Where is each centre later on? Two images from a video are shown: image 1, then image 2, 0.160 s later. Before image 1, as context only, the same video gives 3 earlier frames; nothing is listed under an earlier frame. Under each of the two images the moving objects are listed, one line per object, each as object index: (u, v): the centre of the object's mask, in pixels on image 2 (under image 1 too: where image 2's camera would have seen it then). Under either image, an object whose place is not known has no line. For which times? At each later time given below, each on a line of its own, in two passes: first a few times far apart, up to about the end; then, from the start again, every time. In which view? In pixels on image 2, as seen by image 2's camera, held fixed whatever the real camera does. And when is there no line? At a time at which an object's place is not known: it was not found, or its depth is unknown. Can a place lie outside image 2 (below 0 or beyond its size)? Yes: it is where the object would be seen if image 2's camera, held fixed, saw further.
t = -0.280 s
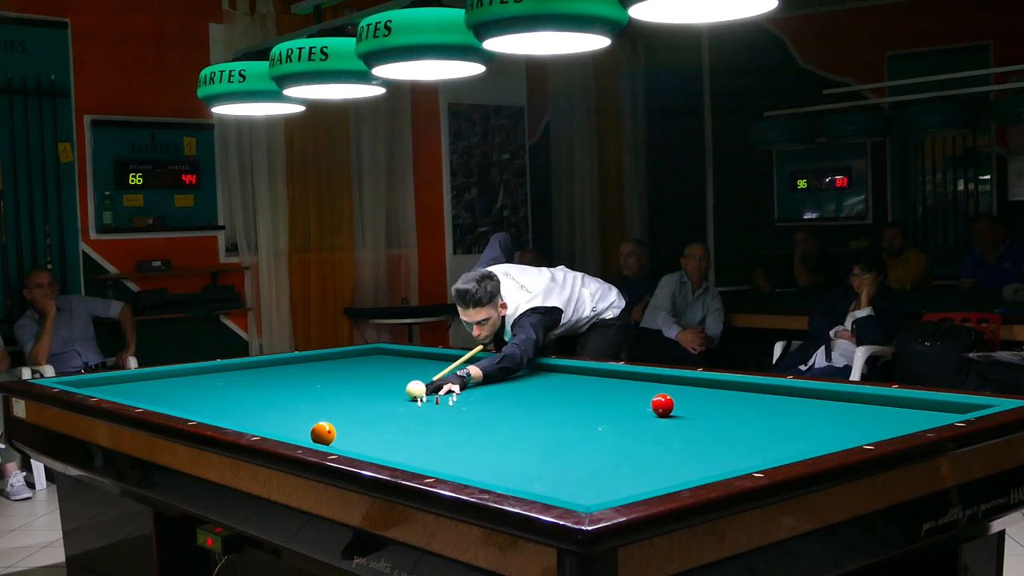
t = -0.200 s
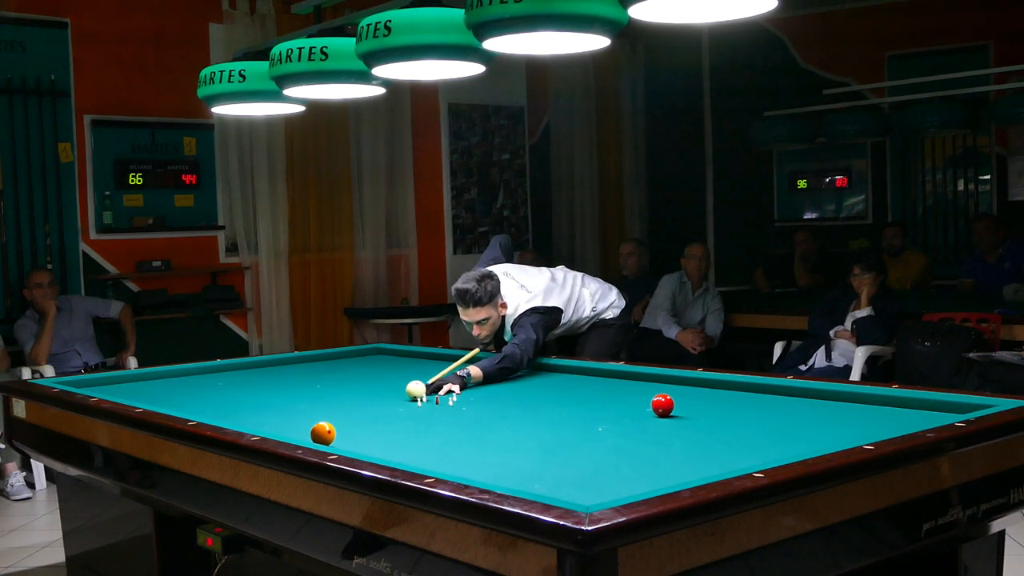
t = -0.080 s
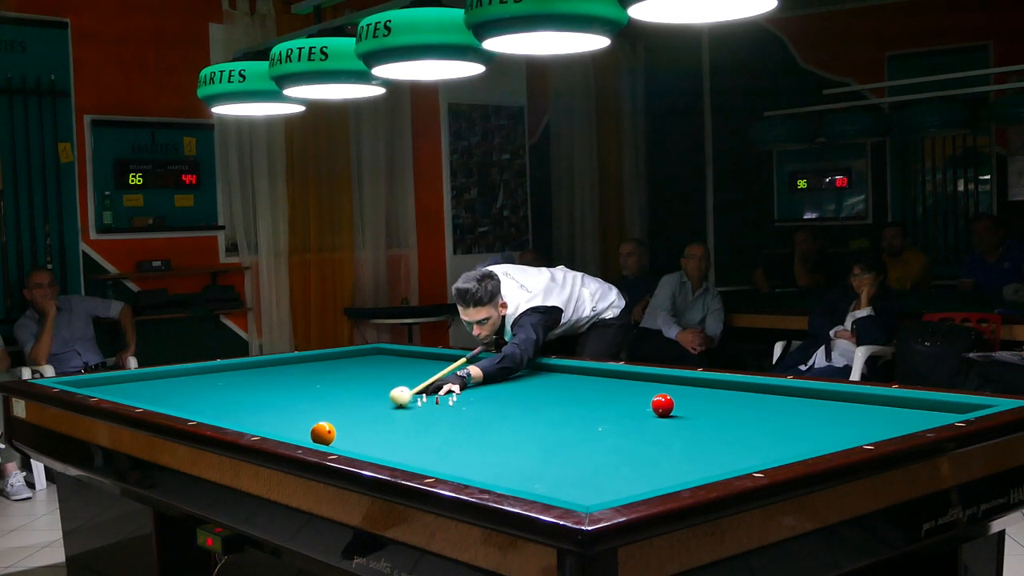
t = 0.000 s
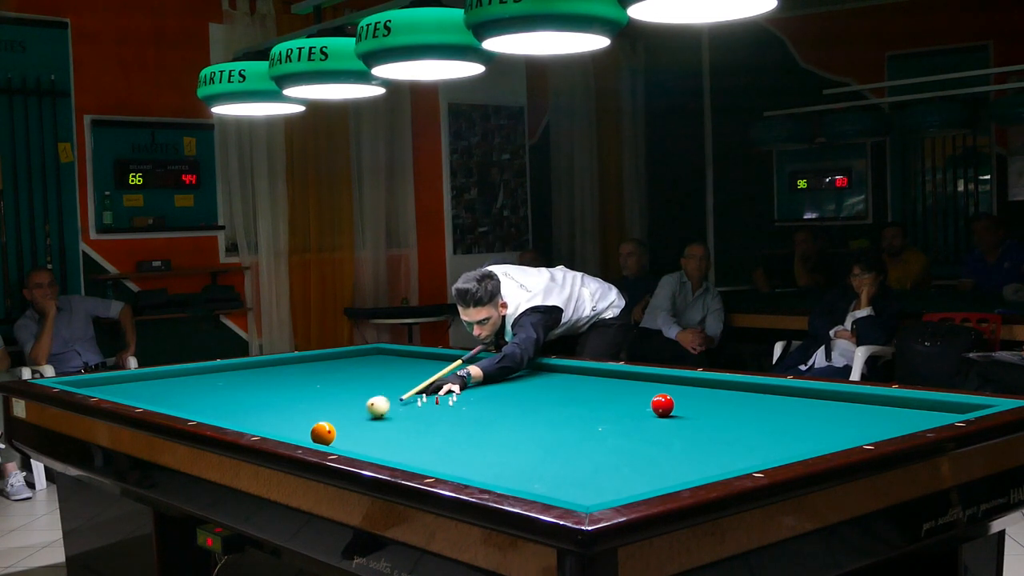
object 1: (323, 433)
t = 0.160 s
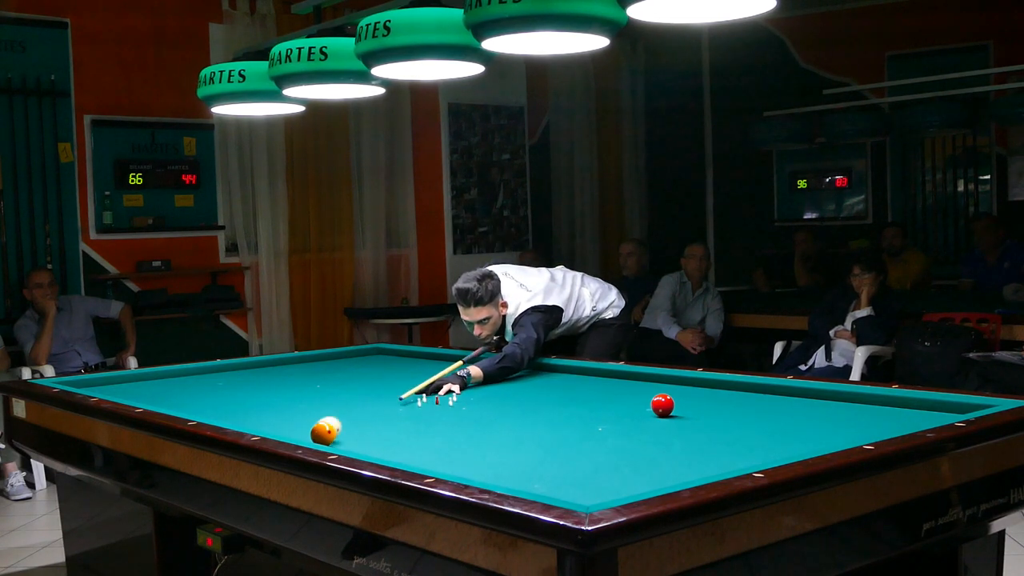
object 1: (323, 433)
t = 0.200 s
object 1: (321, 435)
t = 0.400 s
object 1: (402, 444)
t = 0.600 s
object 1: (486, 445)
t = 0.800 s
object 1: (569, 445)
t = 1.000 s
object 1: (653, 445)
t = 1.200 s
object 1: (739, 445)
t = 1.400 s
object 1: (826, 440)
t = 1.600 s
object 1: (831, 433)
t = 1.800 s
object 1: (832, 423)
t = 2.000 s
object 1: (834, 414)
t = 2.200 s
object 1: (836, 405)
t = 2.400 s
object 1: (838, 397)
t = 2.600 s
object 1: (816, 394)
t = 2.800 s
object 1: (778, 394)
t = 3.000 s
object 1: (740, 394)
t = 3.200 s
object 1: (703, 395)
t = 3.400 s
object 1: (670, 392)
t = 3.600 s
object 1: (634, 395)
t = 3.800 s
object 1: (601, 396)
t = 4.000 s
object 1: (569, 396)
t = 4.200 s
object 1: (537, 396)
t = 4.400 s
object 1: (508, 397)
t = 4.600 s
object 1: (478, 397)
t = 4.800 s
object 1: (450, 397)
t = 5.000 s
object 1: (423, 398)
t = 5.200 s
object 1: (396, 398)
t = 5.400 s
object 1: (371, 398)
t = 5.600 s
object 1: (346, 398)
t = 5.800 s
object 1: (321, 398)
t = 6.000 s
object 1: (298, 398)
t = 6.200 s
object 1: (276, 399)
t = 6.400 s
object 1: (254, 399)
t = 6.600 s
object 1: (233, 399)
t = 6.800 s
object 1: (213, 399)
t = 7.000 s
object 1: (194, 399)
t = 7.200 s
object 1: (175, 399)
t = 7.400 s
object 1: (157, 398)
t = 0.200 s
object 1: (321, 435)
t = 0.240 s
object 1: (321, 438)
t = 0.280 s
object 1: (342, 440)
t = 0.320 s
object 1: (363, 442)
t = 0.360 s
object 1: (382, 443)
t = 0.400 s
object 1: (402, 444)
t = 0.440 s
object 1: (420, 444)
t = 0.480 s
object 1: (436, 444)
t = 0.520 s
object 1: (453, 444)
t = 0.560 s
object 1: (469, 445)
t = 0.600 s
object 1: (486, 445)
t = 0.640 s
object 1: (502, 444)
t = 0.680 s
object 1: (519, 445)
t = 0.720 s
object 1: (535, 444)
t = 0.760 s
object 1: (552, 444)
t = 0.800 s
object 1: (569, 445)
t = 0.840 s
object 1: (585, 445)
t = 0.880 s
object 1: (603, 445)
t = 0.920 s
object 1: (619, 445)
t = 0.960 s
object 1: (636, 445)
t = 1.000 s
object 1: (653, 445)
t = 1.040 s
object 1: (671, 445)
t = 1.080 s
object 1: (688, 445)
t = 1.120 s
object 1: (705, 445)
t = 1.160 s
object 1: (722, 445)
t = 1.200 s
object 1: (739, 445)
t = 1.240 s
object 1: (757, 445)
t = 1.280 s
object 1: (774, 445)
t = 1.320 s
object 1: (791, 444)
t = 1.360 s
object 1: (809, 442)
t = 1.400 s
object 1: (826, 440)
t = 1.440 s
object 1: (831, 439)
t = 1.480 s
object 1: (830, 438)
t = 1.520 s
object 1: (829, 436)
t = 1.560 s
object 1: (830, 435)
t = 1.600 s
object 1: (831, 433)
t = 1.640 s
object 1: (831, 432)
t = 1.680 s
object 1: (831, 430)
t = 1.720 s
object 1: (832, 427)
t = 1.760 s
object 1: (832, 425)
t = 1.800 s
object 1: (832, 423)
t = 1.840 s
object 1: (833, 421)
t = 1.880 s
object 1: (833, 419)
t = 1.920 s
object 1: (834, 417)
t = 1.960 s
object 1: (834, 415)
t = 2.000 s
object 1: (834, 414)
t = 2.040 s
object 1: (835, 412)
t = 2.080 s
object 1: (835, 410)
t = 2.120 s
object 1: (835, 408)
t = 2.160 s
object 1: (836, 407)
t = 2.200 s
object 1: (836, 405)
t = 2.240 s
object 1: (837, 403)
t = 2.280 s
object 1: (837, 402)
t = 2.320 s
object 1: (837, 400)
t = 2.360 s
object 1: (838, 399)
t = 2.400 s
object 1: (838, 397)
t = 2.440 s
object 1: (838, 396)
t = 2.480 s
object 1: (839, 394)
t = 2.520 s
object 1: (833, 394)
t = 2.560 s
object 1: (824, 394)
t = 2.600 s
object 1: (816, 394)
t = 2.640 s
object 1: (808, 394)
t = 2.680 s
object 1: (801, 394)
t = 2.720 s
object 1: (793, 394)
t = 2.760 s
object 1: (785, 394)
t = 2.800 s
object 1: (778, 394)
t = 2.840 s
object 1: (770, 394)
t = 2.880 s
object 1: (762, 394)
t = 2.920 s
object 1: (755, 394)
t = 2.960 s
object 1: (747, 394)
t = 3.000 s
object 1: (740, 394)
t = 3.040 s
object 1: (732, 395)
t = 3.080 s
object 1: (725, 395)
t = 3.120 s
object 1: (718, 395)
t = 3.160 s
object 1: (711, 395)
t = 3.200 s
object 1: (703, 395)
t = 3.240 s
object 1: (696, 395)
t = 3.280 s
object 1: (689, 395)
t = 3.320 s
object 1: (682, 395)
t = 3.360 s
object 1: (677, 394)
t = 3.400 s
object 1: (670, 392)
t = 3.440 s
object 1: (661, 391)
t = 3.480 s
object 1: (653, 393)
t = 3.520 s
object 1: (647, 395)
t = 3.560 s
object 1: (641, 395)
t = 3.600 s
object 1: (634, 395)
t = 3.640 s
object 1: (627, 395)
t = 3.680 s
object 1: (620, 396)
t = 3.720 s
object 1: (614, 395)
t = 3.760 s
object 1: (607, 396)
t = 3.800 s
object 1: (601, 396)
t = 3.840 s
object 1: (594, 396)
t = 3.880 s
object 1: (588, 396)
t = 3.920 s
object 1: (581, 396)
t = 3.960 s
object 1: (575, 396)
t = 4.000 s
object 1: (569, 396)
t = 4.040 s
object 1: (562, 396)
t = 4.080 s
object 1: (556, 396)
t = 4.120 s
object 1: (550, 396)
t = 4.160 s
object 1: (544, 396)
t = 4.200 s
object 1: (537, 396)
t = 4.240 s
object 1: (531, 396)
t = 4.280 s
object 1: (525, 397)
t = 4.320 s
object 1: (519, 397)
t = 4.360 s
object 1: (513, 396)
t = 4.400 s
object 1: (508, 397)
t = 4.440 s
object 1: (502, 397)
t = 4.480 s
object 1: (496, 397)
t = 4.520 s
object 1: (490, 397)
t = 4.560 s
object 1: (484, 397)
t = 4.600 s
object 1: (478, 397)
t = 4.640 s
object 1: (472, 397)
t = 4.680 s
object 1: (467, 397)
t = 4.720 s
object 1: (462, 397)
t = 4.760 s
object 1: (456, 397)
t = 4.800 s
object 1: (450, 397)
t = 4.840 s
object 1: (445, 397)
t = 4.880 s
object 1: (439, 397)
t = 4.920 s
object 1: (434, 397)
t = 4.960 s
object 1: (428, 398)
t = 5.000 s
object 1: (423, 398)
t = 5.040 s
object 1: (418, 397)
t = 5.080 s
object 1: (412, 398)
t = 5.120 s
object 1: (407, 398)
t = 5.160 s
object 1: (401, 398)
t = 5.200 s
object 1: (396, 398)
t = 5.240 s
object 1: (391, 398)
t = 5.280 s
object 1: (386, 398)
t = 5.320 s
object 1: (381, 398)
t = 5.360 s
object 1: (375, 398)
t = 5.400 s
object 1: (371, 398)
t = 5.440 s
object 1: (365, 398)
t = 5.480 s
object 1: (361, 398)
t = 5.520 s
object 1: (355, 398)
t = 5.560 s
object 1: (350, 398)
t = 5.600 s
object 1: (346, 398)
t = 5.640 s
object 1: (341, 398)
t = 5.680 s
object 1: (336, 398)
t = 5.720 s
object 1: (331, 398)
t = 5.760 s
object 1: (326, 398)
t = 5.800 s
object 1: (321, 398)
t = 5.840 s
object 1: (317, 398)
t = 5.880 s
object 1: (312, 398)
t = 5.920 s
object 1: (307, 398)
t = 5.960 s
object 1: (303, 398)
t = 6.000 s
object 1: (298, 398)
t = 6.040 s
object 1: (294, 398)
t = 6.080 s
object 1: (289, 399)
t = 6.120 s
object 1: (285, 398)
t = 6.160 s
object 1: (280, 399)
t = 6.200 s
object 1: (276, 399)
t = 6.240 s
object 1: (271, 399)
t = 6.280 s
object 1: (267, 399)
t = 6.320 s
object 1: (263, 399)
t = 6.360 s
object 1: (258, 399)
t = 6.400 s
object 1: (254, 399)
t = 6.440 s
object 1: (250, 399)
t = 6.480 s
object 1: (246, 399)
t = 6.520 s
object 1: (242, 399)
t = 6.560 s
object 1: (237, 399)
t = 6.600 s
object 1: (233, 399)
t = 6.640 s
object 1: (229, 399)
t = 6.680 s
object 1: (225, 399)
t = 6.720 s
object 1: (221, 399)
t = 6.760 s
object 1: (217, 399)
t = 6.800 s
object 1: (213, 399)
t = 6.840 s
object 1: (209, 399)
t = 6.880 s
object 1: (205, 399)
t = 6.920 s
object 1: (201, 399)
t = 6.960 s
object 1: (197, 399)
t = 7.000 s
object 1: (194, 399)
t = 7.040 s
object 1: (190, 399)
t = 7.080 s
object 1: (186, 399)
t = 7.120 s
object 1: (182, 399)
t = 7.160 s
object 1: (179, 399)
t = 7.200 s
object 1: (175, 399)
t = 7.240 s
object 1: (172, 399)
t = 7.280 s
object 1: (168, 399)
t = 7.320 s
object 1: (165, 399)
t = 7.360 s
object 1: (161, 398)
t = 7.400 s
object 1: (157, 398)
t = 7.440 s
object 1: (154, 398)
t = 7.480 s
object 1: (150, 398)
